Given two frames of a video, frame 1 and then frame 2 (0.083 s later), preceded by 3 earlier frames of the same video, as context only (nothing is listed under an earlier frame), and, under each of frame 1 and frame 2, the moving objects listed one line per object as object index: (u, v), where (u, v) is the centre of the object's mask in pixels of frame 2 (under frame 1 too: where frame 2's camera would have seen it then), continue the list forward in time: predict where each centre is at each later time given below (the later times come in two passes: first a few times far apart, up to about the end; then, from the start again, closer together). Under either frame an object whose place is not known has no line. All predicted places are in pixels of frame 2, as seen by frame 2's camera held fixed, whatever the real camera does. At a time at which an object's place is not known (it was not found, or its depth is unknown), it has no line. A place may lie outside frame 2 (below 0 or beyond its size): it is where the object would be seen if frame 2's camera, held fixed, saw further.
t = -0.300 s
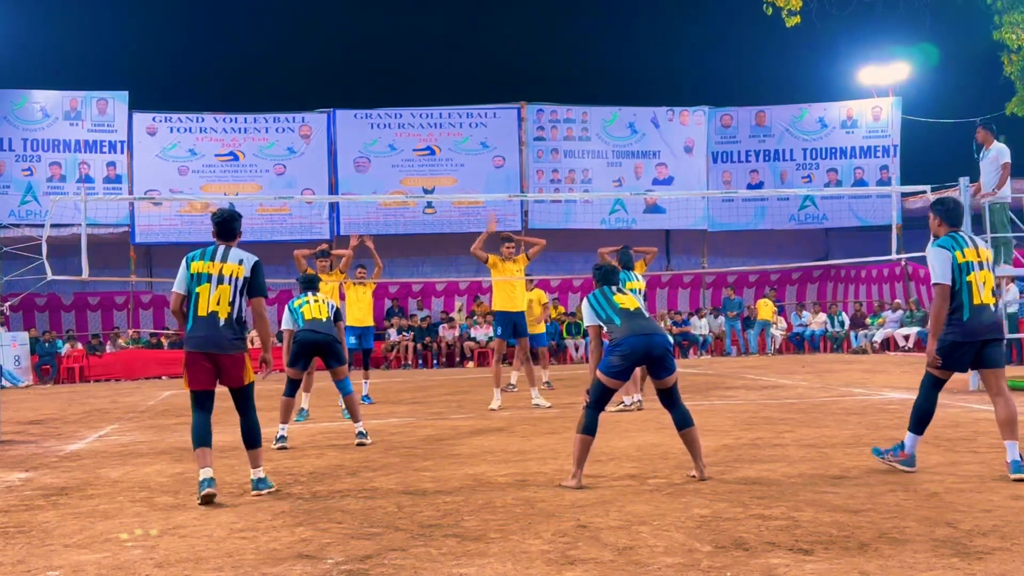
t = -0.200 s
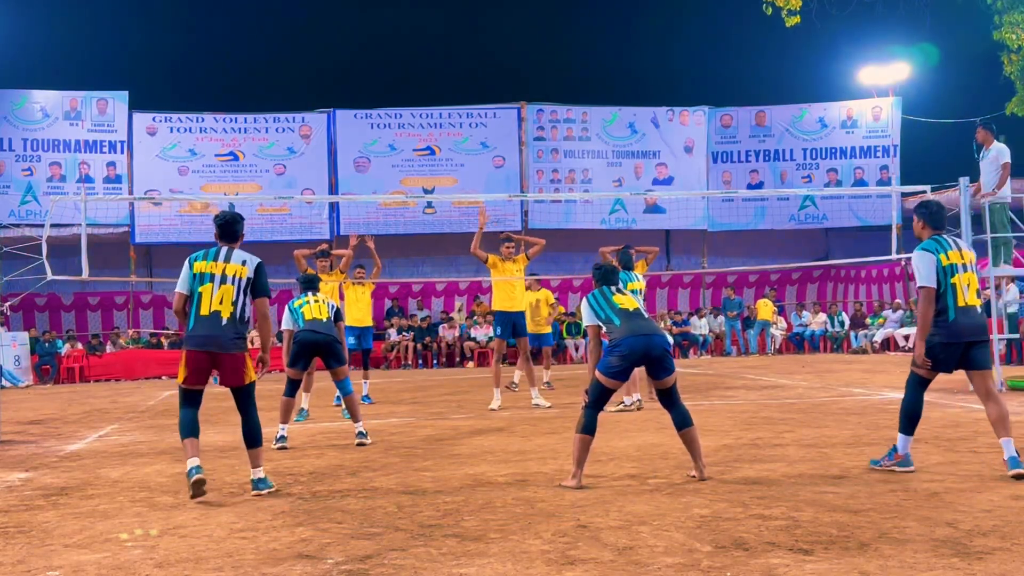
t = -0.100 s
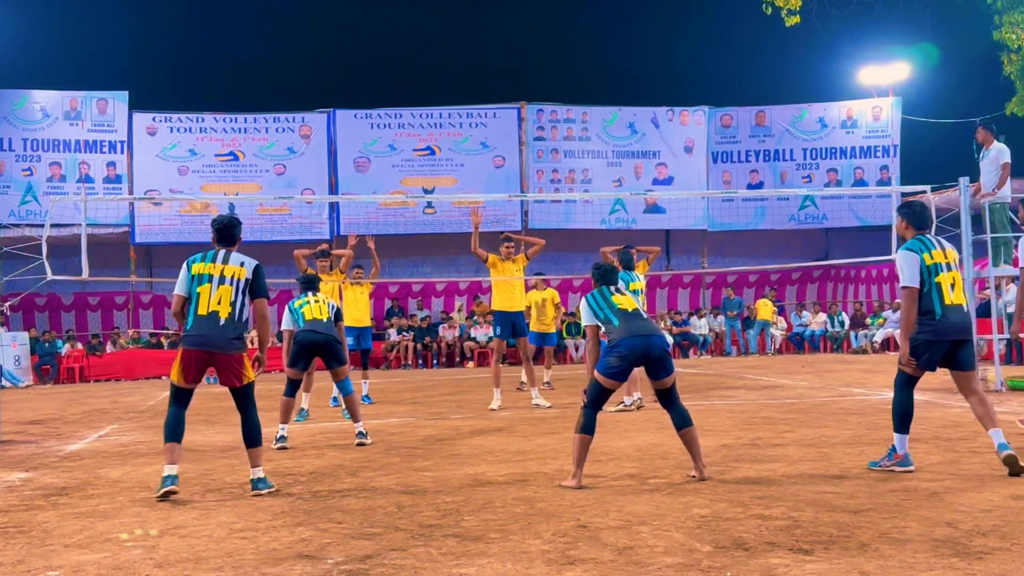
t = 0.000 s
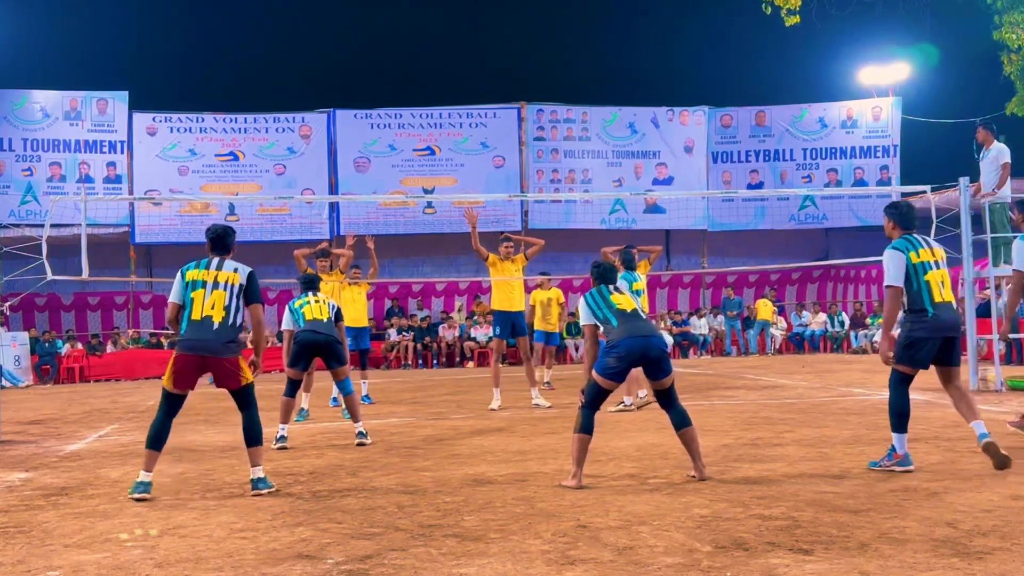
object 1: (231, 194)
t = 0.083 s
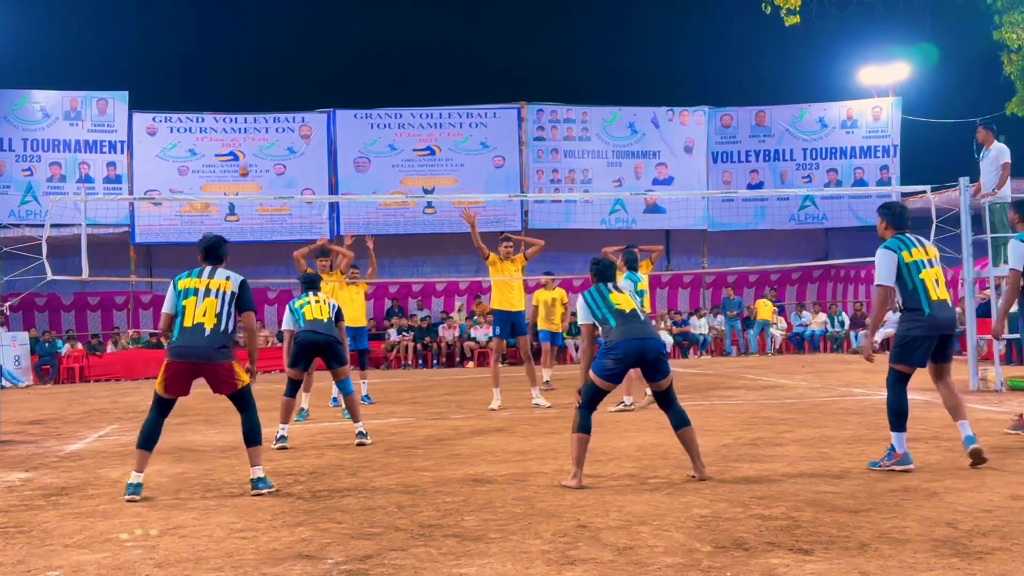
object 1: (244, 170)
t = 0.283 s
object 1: (282, 119)
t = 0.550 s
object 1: (358, 84)
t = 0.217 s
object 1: (268, 134)
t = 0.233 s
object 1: (271, 131)
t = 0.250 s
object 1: (275, 127)
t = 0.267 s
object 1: (279, 123)
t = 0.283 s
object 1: (282, 119)
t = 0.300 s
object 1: (286, 116)
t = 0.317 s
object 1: (290, 112)
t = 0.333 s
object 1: (294, 109)
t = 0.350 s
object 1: (298, 106)
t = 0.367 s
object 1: (302, 103)
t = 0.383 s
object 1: (307, 101)
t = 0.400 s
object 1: (311, 98)
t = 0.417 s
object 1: (316, 96)
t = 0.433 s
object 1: (321, 94)
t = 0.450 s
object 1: (326, 92)
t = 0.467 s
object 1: (331, 90)
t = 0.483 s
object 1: (336, 88)
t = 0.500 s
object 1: (341, 87)
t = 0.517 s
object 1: (347, 86)
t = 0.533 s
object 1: (353, 85)
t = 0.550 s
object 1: (358, 84)
